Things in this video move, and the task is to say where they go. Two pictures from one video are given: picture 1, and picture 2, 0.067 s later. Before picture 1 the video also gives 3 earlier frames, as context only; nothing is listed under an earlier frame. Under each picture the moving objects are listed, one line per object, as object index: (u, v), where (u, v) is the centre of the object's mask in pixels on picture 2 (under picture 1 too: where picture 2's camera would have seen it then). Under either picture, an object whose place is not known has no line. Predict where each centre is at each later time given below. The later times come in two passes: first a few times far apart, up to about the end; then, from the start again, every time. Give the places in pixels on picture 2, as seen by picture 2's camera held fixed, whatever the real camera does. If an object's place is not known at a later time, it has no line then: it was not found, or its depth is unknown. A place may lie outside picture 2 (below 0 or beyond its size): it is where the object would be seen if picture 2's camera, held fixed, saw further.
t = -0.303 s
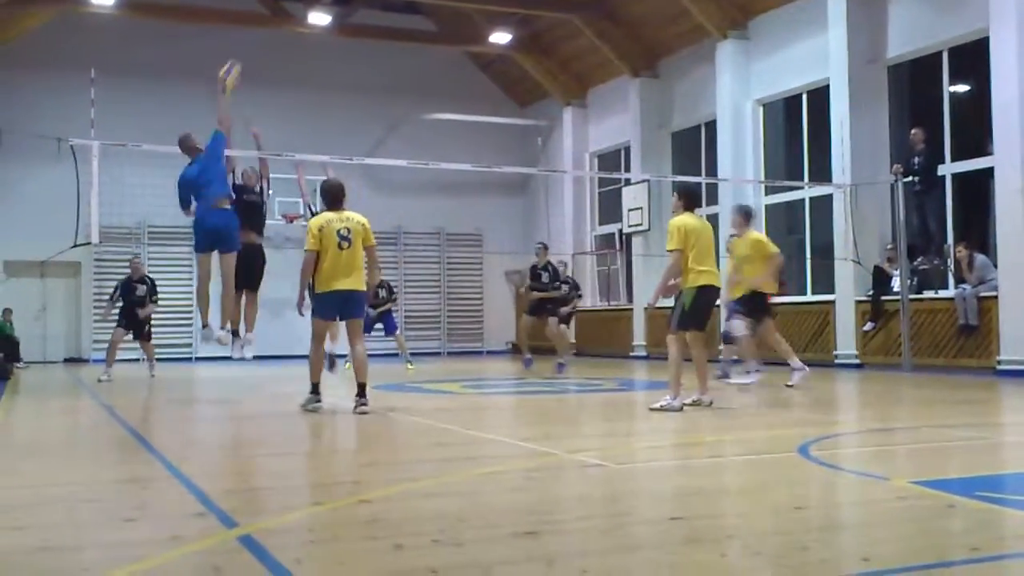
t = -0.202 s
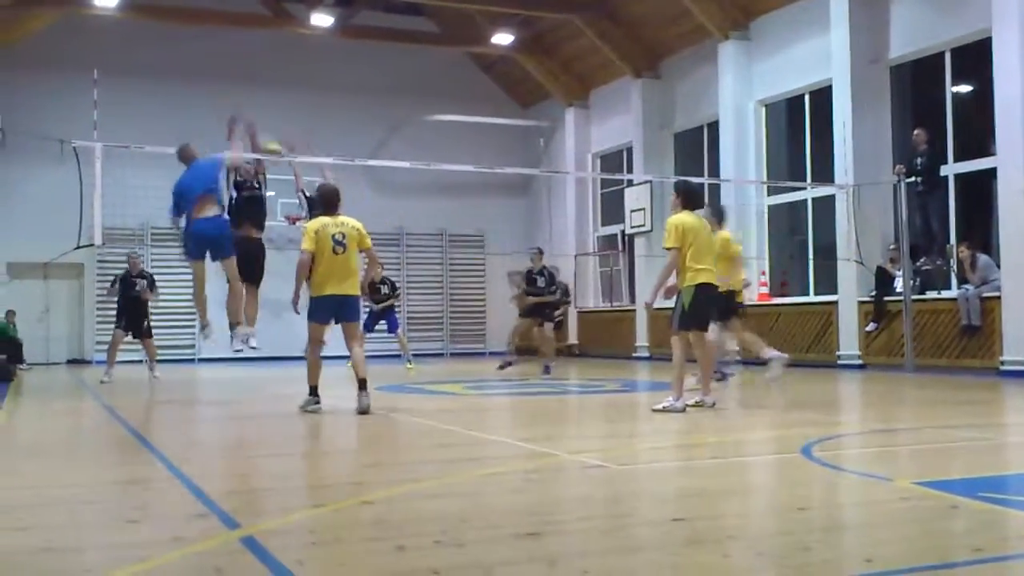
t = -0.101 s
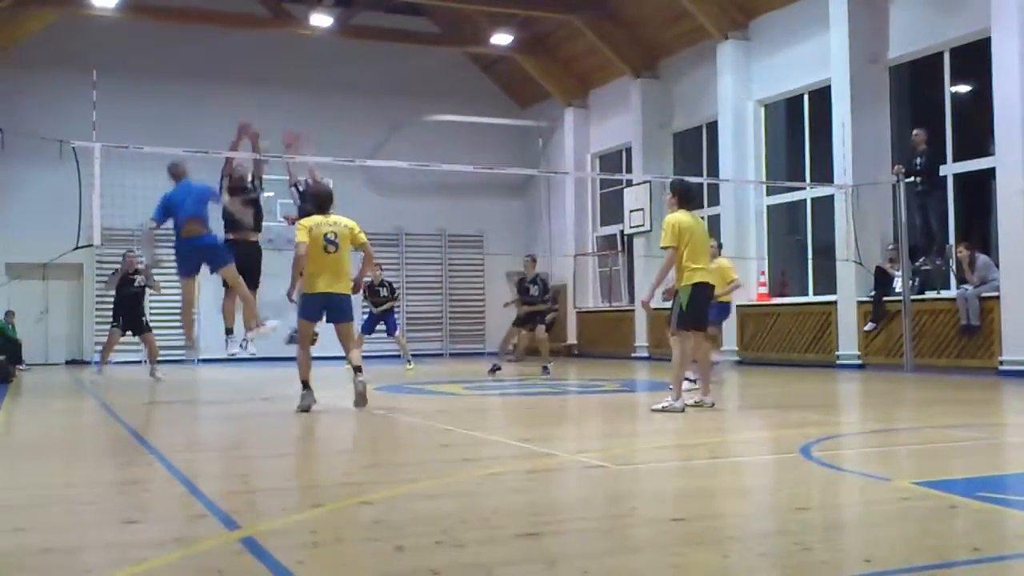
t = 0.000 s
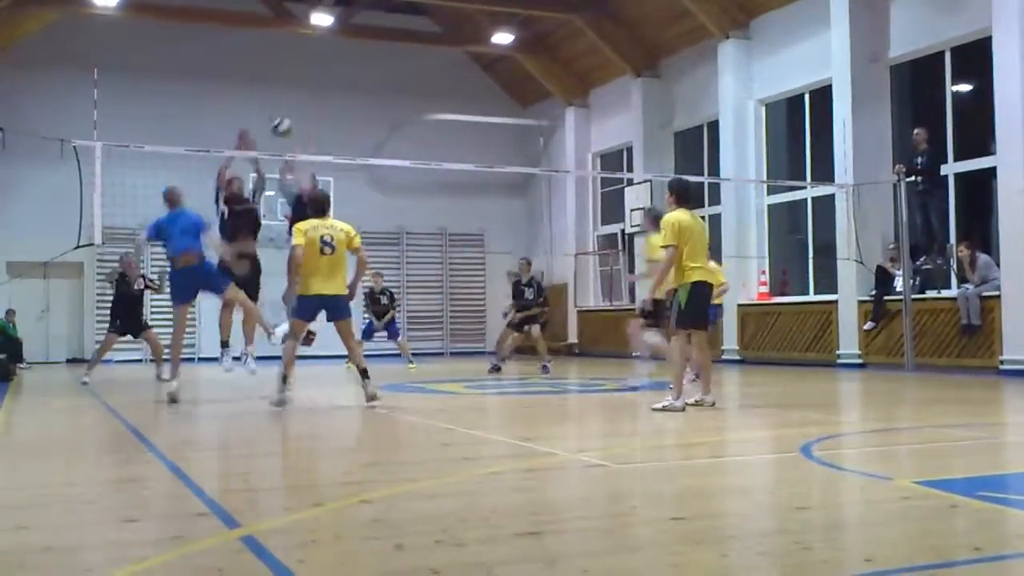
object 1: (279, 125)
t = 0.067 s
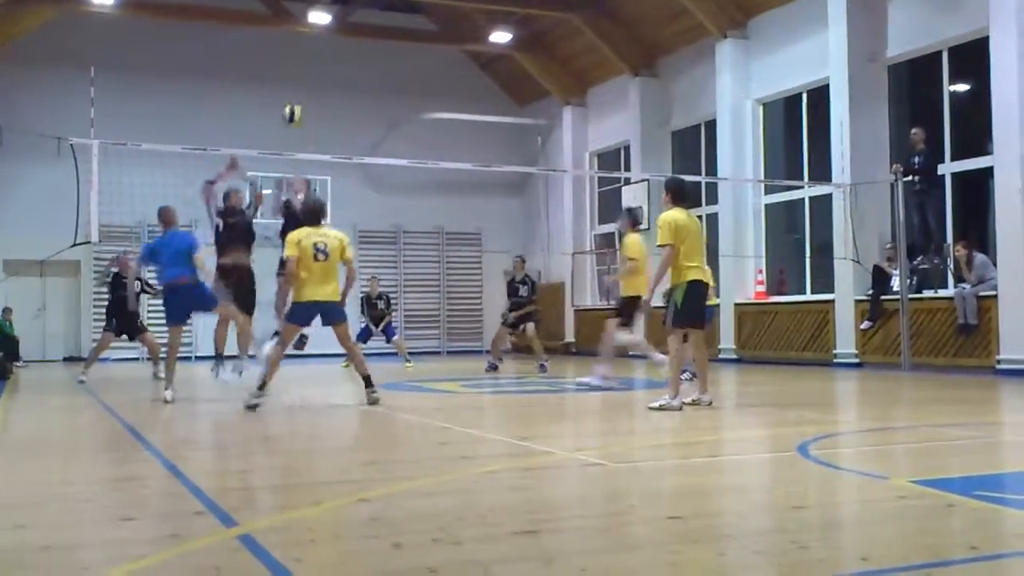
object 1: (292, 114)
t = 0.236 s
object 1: (326, 101)
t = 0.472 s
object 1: (373, 125)
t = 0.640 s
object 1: (410, 177)
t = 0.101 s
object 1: (300, 108)
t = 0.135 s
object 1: (306, 105)
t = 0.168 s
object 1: (312, 103)
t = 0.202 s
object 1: (318, 100)
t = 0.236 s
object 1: (326, 101)
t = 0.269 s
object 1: (333, 101)
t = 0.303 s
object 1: (341, 103)
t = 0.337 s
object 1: (345, 105)
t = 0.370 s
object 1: (354, 109)
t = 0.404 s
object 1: (360, 114)
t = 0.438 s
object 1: (366, 119)
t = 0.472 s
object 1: (373, 125)
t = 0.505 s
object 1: (380, 132)
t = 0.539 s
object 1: (388, 141)
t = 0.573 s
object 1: (394, 153)
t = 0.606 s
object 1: (402, 165)
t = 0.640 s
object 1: (410, 177)
